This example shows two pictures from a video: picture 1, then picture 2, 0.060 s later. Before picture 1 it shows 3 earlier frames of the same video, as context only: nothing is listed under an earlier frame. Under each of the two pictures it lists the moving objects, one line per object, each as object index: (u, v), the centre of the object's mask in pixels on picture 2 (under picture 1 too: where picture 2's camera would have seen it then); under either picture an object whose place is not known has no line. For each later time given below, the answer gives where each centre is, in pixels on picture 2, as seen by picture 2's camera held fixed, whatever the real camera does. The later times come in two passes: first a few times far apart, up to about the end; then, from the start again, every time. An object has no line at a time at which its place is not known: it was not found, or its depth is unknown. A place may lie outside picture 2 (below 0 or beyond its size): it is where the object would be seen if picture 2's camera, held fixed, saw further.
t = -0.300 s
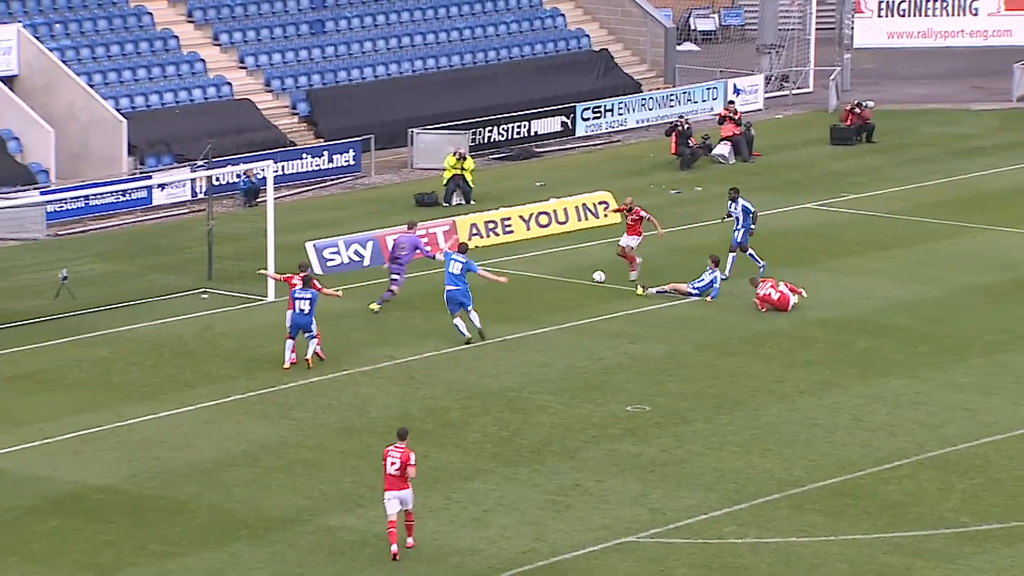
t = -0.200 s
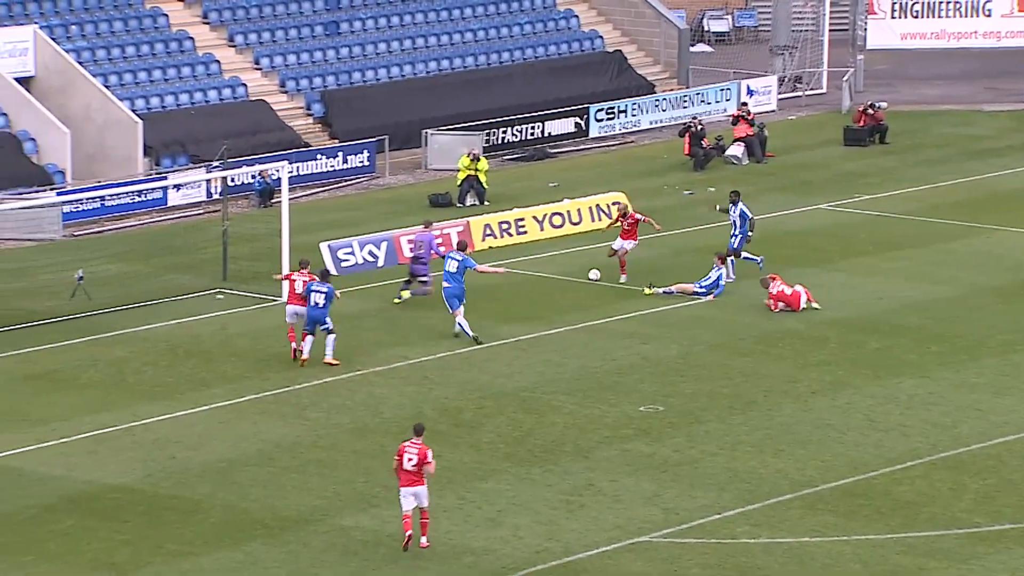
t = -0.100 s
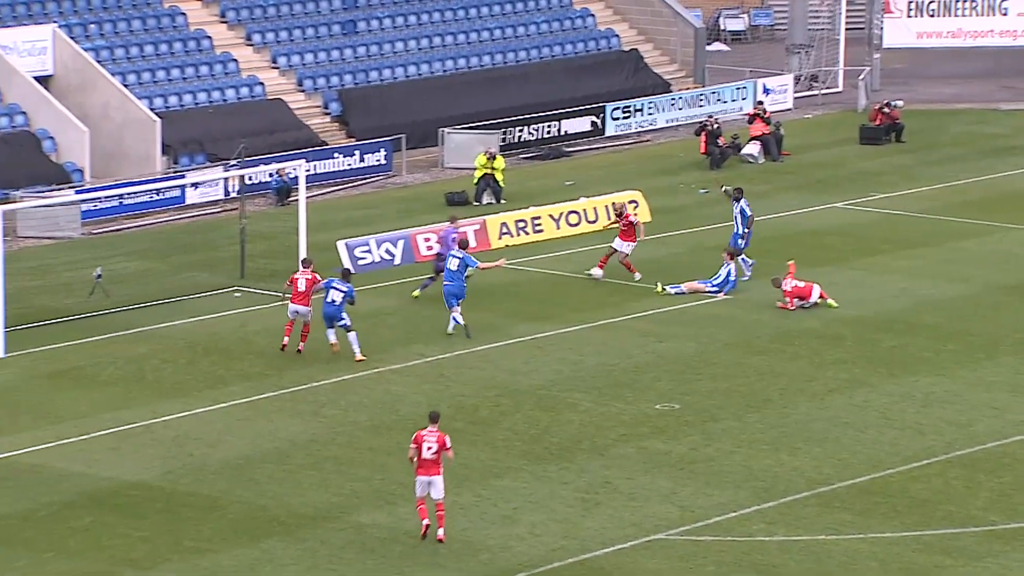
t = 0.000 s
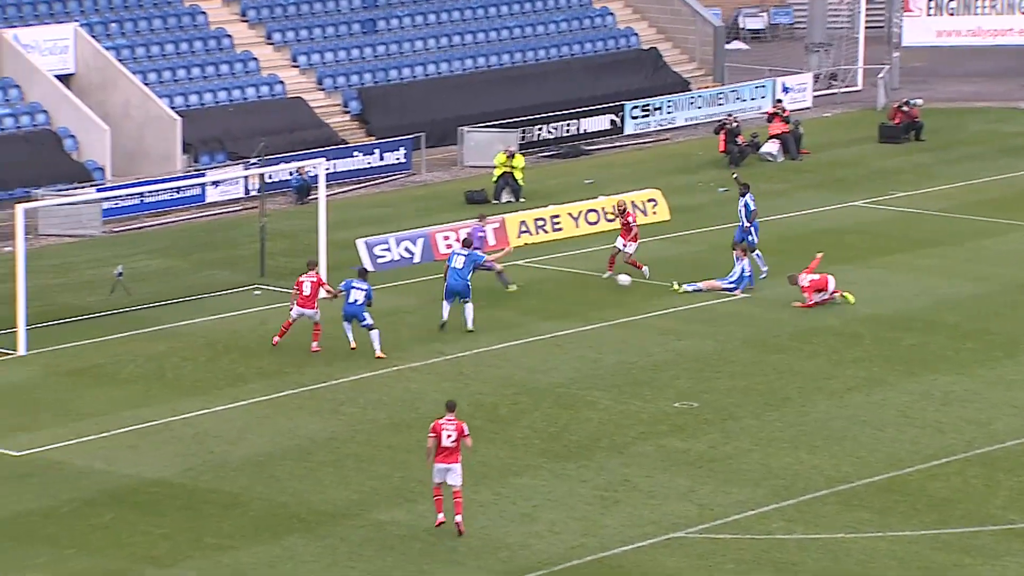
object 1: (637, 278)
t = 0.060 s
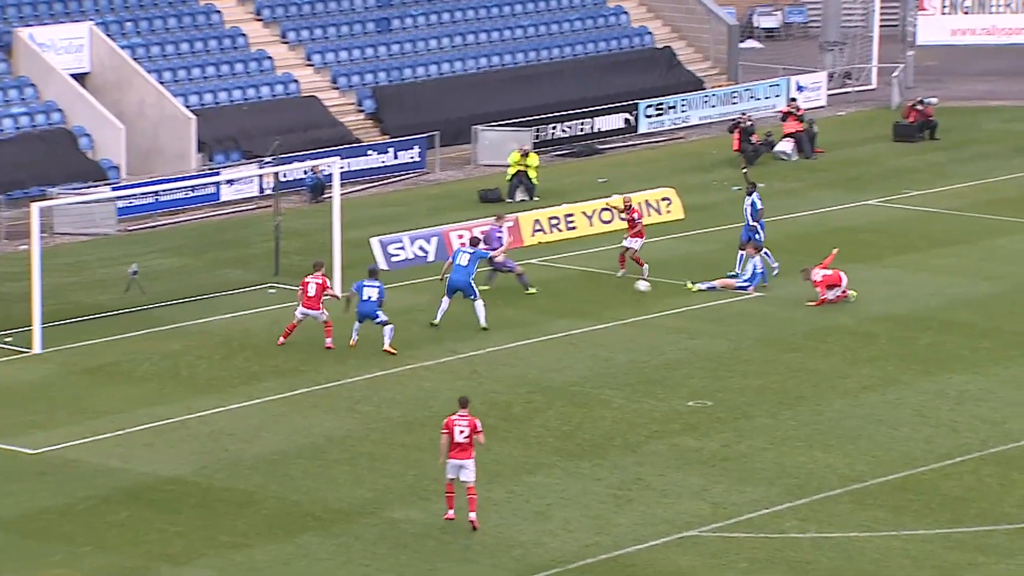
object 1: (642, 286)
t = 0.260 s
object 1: (663, 313)
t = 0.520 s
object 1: (694, 342)
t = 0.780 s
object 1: (723, 370)
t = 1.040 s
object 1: (750, 394)
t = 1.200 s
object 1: (762, 406)
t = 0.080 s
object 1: (644, 288)
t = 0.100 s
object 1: (647, 292)
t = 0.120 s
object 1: (648, 295)
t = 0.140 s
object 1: (651, 298)
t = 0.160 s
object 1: (652, 302)
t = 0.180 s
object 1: (655, 306)
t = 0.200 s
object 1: (656, 307)
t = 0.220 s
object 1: (659, 309)
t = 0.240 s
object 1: (661, 311)
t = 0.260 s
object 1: (663, 313)
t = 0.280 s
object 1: (666, 314)
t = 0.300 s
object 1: (668, 317)
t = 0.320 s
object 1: (670, 319)
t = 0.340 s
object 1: (672, 322)
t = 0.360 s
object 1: (675, 325)
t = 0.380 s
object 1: (677, 328)
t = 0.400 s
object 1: (679, 331)
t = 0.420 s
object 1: (682, 333)
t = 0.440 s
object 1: (684, 335)
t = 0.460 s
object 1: (686, 336)
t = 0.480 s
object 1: (689, 338)
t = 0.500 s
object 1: (691, 340)
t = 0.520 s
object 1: (694, 342)
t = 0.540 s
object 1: (696, 344)
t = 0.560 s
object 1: (699, 347)
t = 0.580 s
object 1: (700, 349)
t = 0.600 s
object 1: (703, 352)
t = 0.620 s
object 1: (706, 355)
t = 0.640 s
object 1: (708, 357)
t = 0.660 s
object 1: (710, 358)
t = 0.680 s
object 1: (712, 360)
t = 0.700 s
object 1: (714, 361)
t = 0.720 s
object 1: (717, 363)
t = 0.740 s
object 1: (719, 365)
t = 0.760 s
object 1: (722, 368)
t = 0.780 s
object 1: (723, 370)
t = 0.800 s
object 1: (726, 372)
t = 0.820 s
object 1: (727, 373)
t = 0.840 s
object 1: (730, 375)
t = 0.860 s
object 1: (732, 377)
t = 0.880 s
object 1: (734, 379)
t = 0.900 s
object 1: (736, 381)
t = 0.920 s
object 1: (738, 383)
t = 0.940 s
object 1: (740, 384)
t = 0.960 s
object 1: (742, 387)
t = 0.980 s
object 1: (744, 388)
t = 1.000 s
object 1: (746, 390)
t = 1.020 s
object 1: (748, 392)
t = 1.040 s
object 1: (750, 394)
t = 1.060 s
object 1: (751, 395)
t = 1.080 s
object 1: (753, 397)
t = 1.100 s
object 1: (754, 398)
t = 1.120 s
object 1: (756, 400)
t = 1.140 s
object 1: (758, 401)
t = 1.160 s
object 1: (760, 403)
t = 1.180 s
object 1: (761, 404)
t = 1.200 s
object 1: (762, 406)
